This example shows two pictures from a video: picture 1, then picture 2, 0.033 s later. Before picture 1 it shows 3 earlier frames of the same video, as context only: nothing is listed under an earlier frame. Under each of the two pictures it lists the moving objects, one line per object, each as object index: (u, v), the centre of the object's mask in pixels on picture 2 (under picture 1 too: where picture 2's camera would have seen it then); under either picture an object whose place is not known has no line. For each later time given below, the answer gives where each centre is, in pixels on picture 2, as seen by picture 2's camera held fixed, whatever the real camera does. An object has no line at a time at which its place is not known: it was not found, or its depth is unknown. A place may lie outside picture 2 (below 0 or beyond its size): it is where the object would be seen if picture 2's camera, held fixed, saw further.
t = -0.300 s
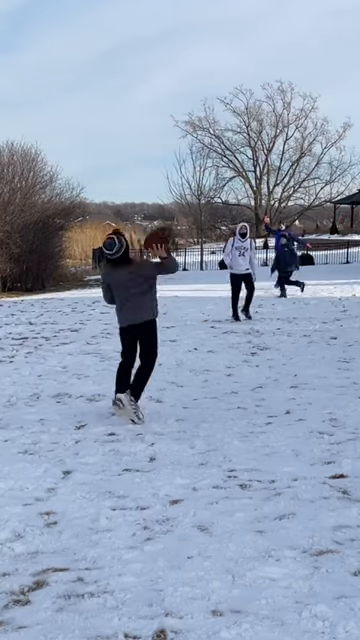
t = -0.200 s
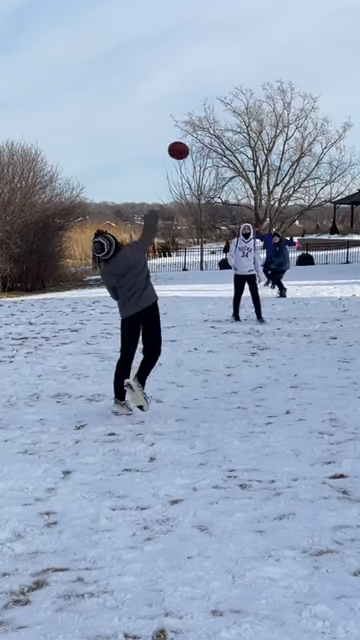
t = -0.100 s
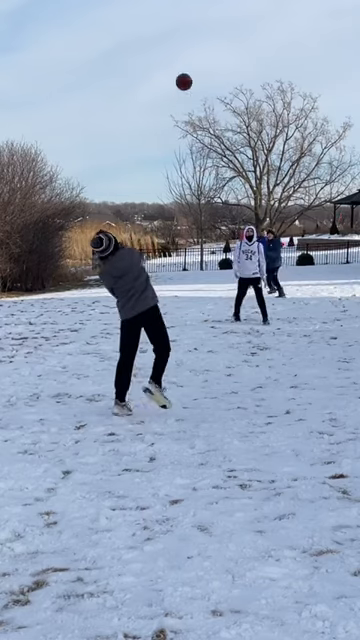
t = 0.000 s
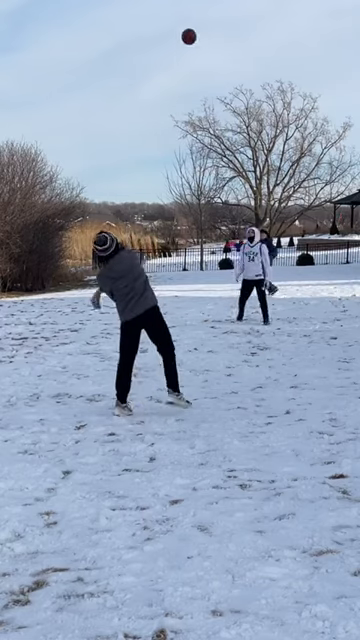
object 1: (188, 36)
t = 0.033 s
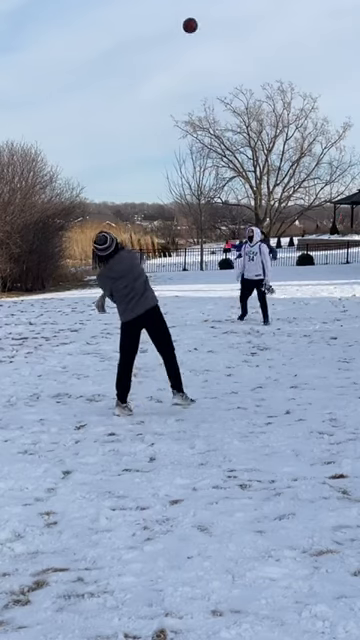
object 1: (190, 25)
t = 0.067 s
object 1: (191, 16)
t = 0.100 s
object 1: (192, 7)
